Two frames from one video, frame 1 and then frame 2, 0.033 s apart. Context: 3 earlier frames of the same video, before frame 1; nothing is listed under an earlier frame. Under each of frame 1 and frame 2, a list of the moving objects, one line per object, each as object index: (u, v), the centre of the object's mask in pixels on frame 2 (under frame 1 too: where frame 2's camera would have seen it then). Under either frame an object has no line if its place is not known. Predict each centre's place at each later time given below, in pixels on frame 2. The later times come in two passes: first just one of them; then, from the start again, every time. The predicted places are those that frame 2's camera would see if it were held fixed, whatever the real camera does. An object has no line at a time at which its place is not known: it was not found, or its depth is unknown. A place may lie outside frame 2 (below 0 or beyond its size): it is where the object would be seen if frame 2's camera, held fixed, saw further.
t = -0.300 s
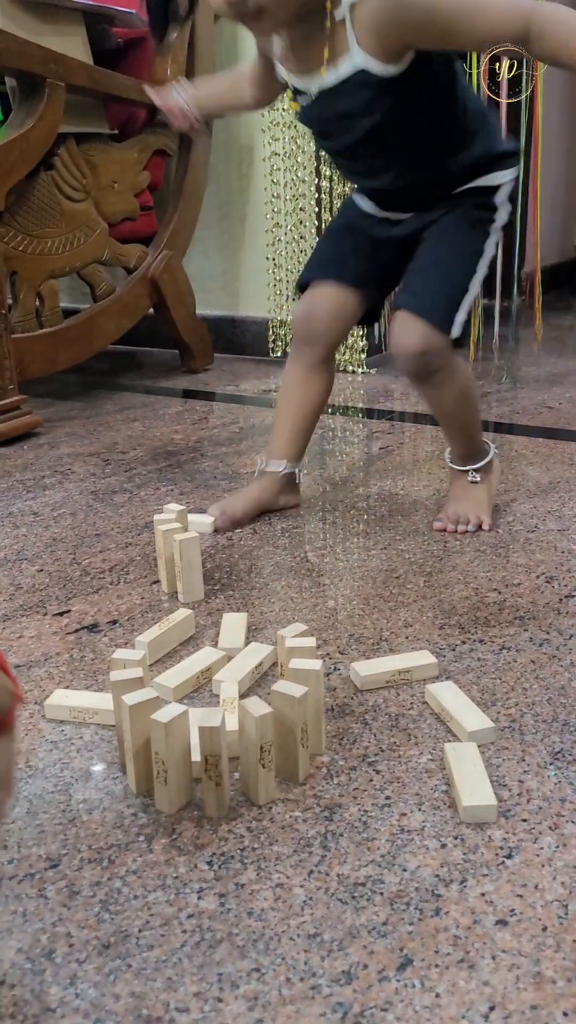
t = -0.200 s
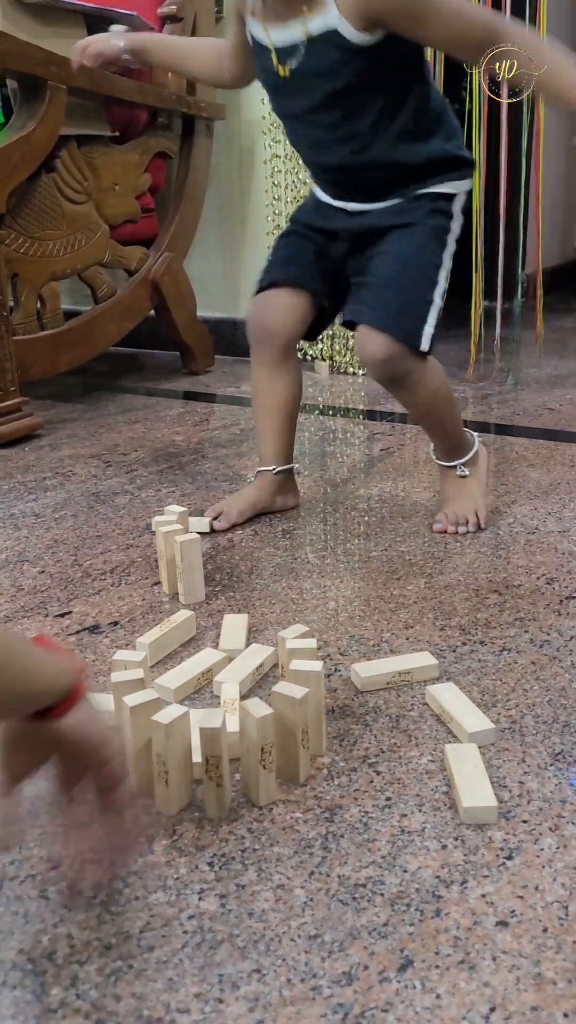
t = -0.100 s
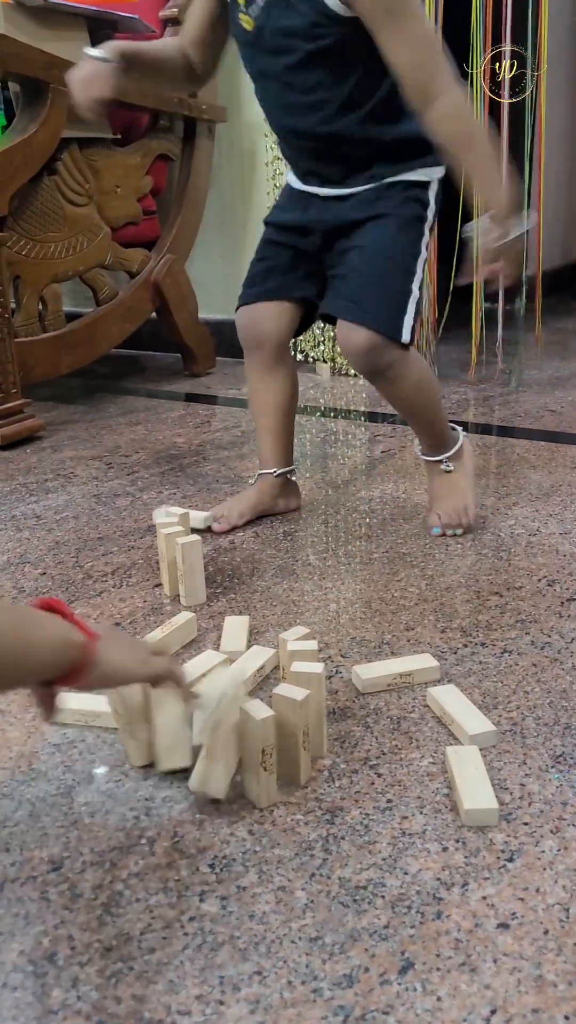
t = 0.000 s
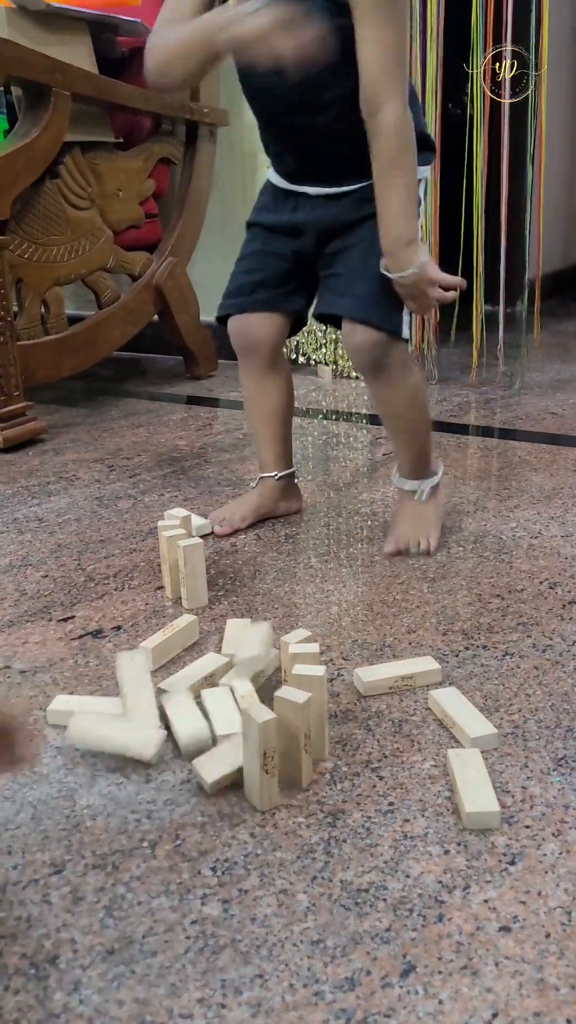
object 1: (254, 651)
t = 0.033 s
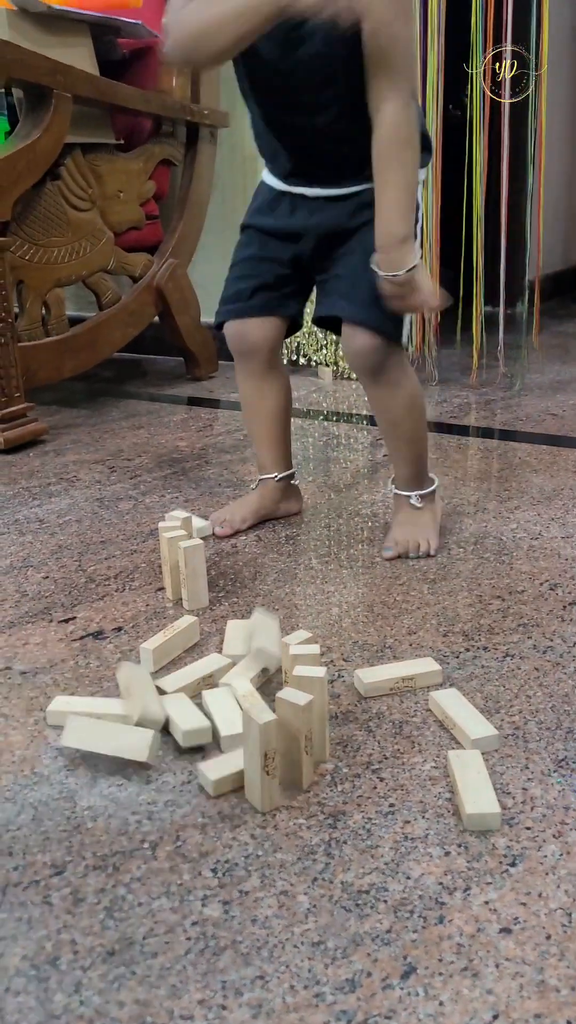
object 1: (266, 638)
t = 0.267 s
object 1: (311, 589)
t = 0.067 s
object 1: (270, 622)
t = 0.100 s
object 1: (277, 615)
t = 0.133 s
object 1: (284, 615)
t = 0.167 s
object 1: (294, 605)
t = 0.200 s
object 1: (300, 598)
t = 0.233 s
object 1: (306, 596)
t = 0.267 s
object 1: (311, 589)
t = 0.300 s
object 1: (315, 586)
